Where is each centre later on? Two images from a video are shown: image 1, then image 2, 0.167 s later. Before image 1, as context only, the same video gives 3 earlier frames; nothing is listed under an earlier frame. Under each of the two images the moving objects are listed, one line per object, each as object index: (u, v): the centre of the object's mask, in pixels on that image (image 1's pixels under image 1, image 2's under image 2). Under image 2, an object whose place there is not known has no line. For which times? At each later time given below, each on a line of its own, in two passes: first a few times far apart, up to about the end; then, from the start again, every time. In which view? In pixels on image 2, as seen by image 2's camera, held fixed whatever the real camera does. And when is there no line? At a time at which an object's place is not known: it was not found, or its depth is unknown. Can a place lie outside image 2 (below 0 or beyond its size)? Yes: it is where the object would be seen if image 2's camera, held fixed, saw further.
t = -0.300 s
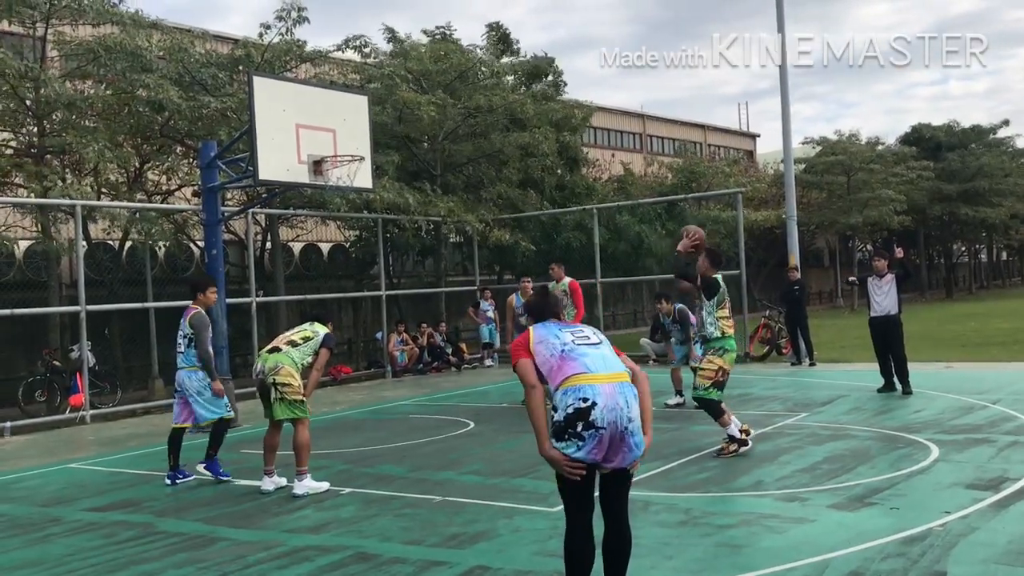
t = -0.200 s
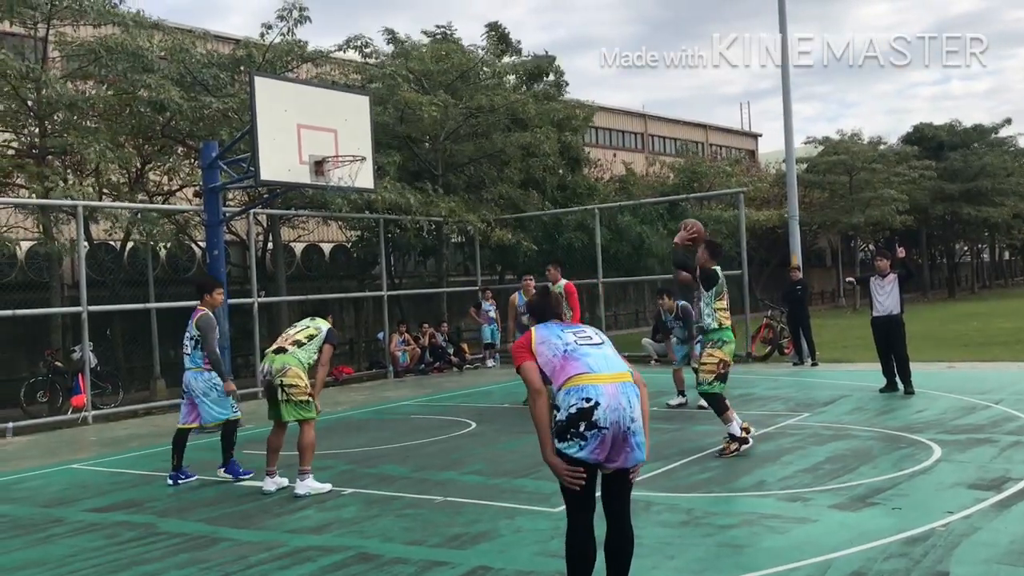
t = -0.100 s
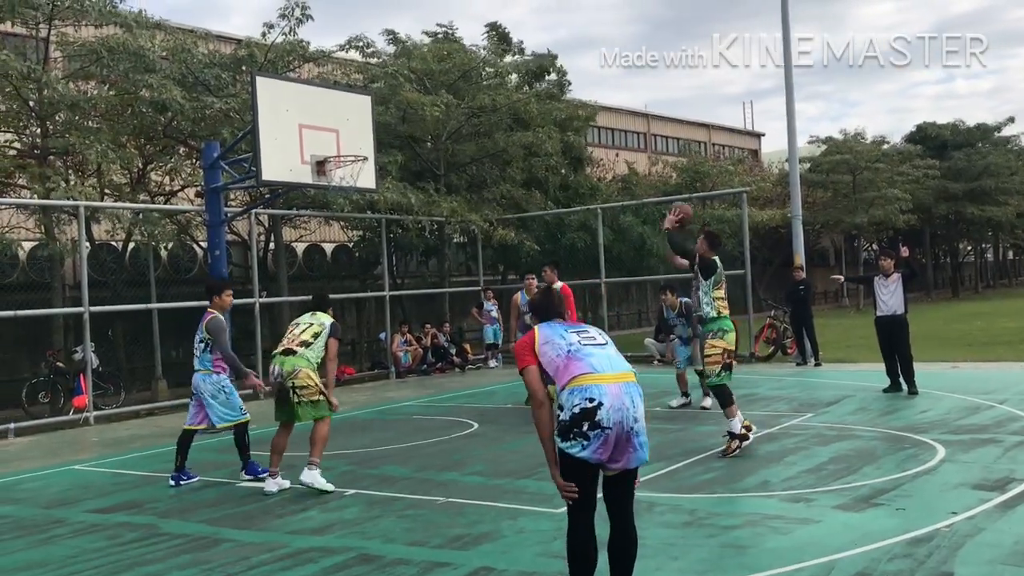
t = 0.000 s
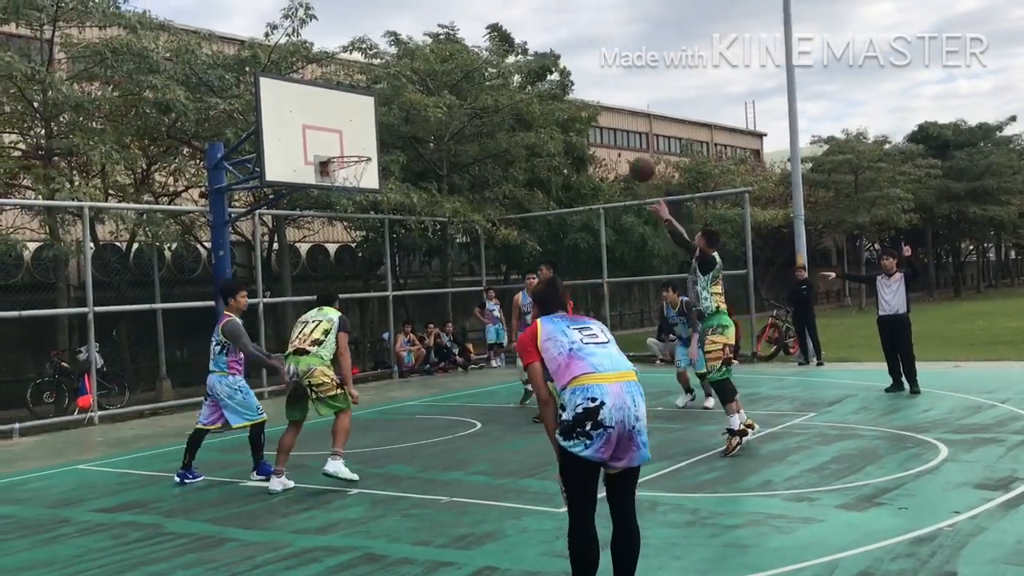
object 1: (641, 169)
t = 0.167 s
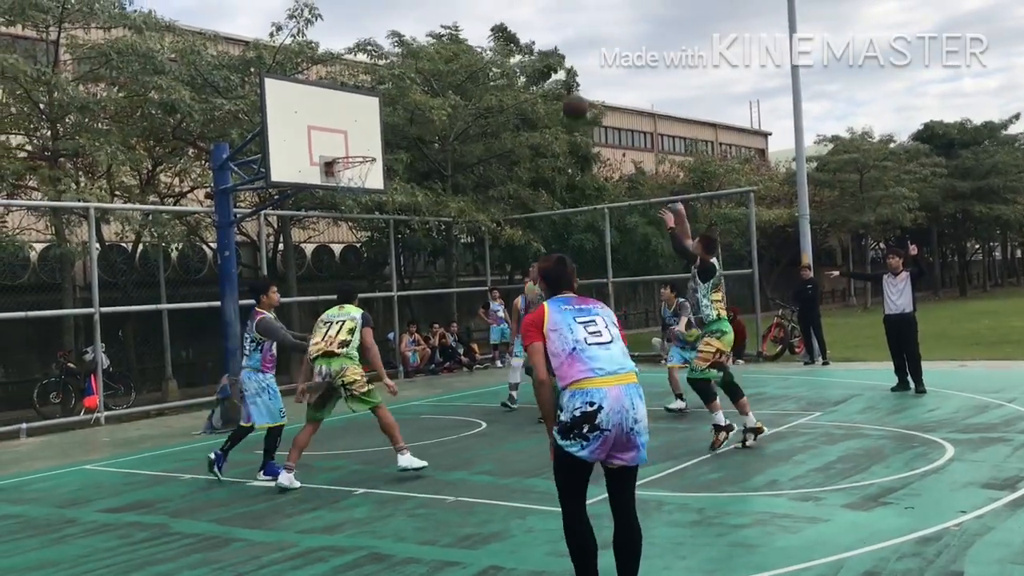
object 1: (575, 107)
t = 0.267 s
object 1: (535, 86)
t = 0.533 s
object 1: (443, 80)
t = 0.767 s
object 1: (373, 128)
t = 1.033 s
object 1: (336, 110)
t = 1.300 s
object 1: (311, 117)
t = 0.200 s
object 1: (561, 100)
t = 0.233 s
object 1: (550, 92)
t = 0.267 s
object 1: (535, 86)
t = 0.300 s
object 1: (523, 81)
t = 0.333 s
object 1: (511, 78)
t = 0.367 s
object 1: (499, 76)
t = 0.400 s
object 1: (487, 76)
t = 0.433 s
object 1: (475, 75)
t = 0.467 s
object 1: (464, 75)
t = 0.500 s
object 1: (454, 77)
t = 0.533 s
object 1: (443, 80)
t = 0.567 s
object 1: (433, 84)
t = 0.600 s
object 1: (421, 90)
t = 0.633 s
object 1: (412, 95)
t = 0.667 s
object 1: (403, 102)
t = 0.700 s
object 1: (393, 110)
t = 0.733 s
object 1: (383, 118)
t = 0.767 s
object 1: (373, 128)
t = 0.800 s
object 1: (365, 138)
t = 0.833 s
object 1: (357, 146)
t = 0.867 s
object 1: (354, 138)
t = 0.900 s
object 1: (350, 131)
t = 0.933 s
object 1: (346, 124)
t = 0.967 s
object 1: (343, 118)
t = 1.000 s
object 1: (340, 114)
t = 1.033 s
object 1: (336, 110)
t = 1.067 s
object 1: (333, 108)
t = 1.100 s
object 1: (330, 106)
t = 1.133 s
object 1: (327, 105)
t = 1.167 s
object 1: (324, 105)
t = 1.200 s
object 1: (321, 107)
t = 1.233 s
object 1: (318, 109)
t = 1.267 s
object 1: (314, 112)
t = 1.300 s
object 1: (311, 117)
